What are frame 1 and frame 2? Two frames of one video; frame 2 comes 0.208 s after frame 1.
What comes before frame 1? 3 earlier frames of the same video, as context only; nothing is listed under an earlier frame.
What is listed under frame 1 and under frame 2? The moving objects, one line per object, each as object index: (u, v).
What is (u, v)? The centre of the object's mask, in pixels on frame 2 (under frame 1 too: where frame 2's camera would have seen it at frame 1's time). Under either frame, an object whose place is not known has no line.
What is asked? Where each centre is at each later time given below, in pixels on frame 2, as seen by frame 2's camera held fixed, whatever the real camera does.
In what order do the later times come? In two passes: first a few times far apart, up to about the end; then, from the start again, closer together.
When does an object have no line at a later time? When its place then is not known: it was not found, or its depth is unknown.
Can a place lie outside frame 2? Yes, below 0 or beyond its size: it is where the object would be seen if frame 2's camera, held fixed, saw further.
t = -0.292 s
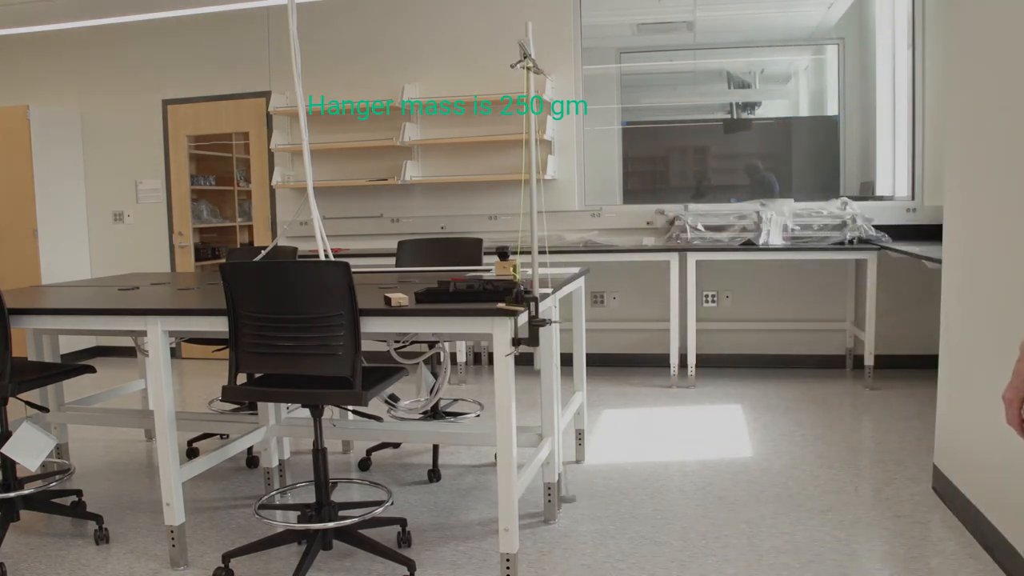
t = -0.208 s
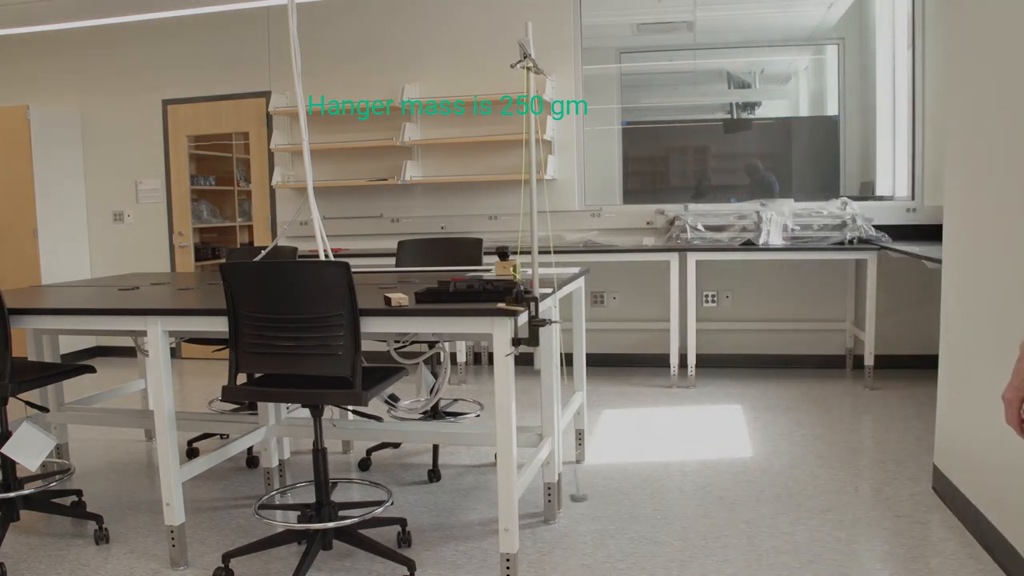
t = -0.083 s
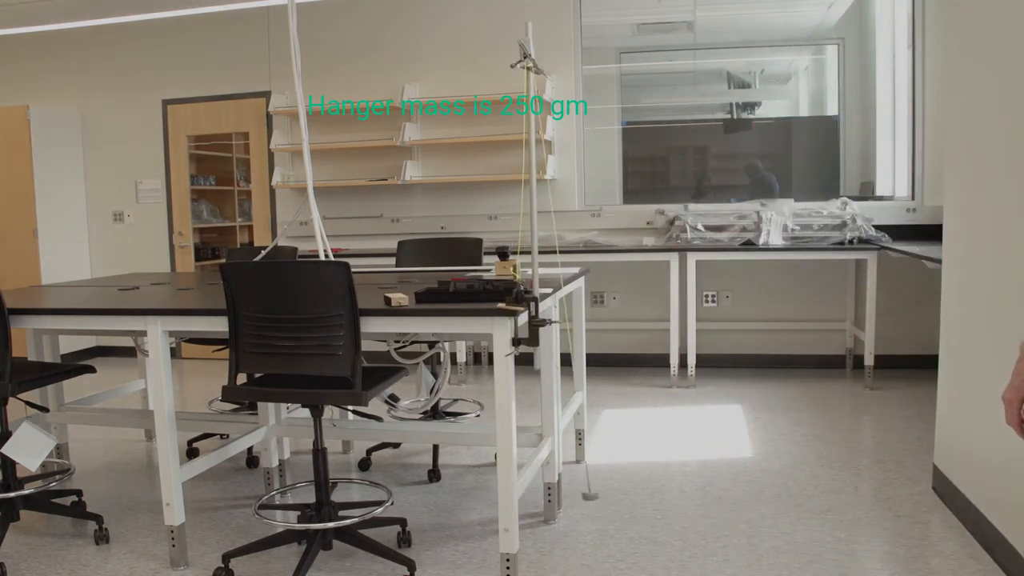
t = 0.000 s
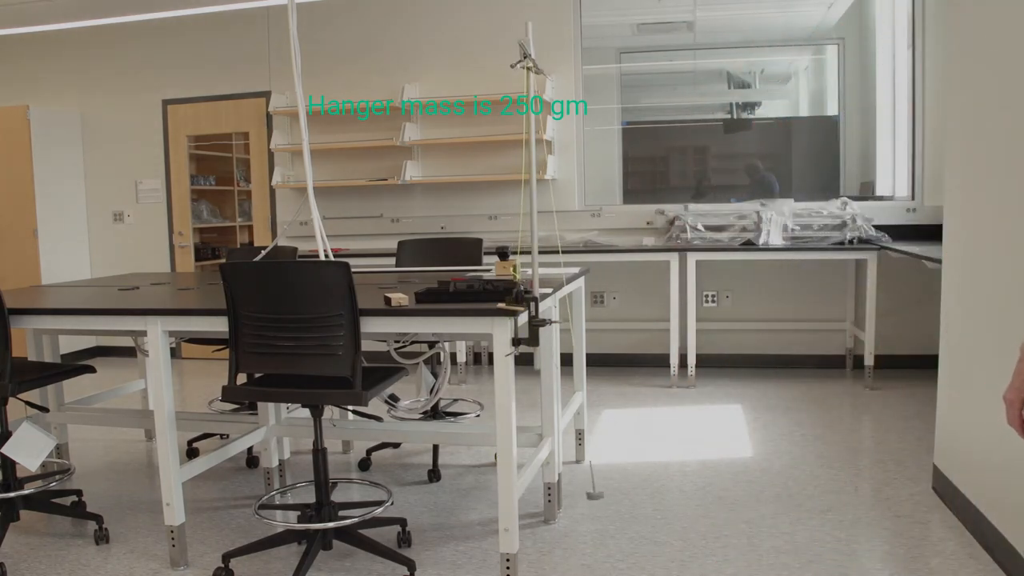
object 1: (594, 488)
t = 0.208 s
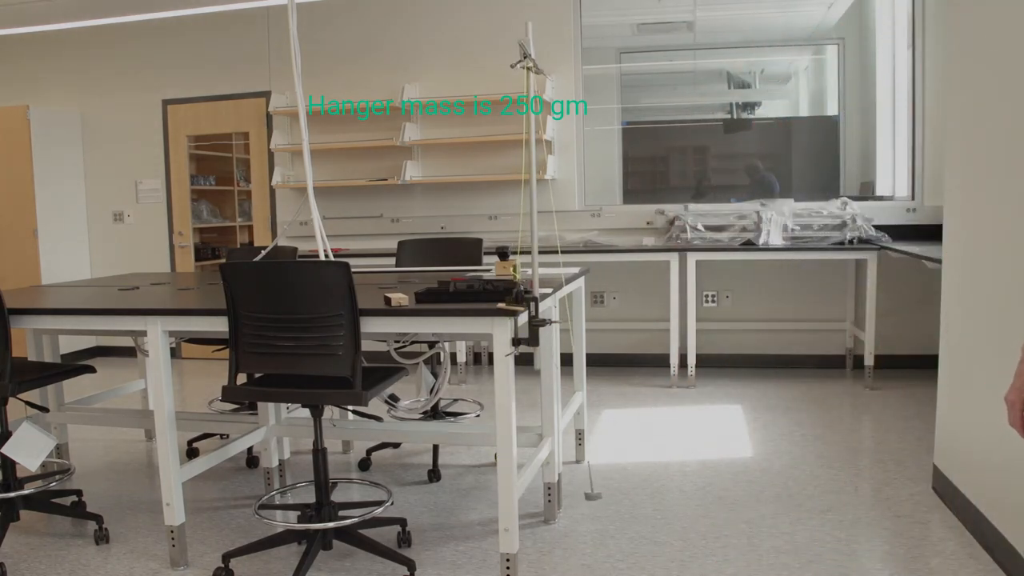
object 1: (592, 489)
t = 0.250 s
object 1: (589, 489)
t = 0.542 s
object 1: (555, 500)
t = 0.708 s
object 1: (528, 494)
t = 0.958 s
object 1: (496, 492)
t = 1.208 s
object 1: (487, 493)
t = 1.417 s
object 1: (499, 492)
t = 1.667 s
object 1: (533, 491)
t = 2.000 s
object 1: (580, 483)
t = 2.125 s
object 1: (591, 487)
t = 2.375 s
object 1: (593, 487)
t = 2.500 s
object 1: (583, 484)
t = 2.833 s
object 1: (537, 492)
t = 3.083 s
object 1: (503, 493)
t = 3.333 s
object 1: (487, 489)
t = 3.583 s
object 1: (497, 491)
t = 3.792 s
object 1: (522, 491)
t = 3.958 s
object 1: (549, 493)
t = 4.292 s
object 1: (589, 488)
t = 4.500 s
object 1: (594, 487)
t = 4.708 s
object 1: (580, 485)
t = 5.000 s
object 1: (540, 501)
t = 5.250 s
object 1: (505, 492)
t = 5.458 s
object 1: (487, 489)
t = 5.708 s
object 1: (493, 489)
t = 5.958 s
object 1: (519, 492)
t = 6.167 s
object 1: (553, 499)
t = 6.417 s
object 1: (583, 485)
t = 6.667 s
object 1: (594, 488)
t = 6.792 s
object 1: (589, 488)
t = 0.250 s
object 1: (589, 489)
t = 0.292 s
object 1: (586, 489)
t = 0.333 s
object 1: (581, 484)
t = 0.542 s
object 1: (555, 500)
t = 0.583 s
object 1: (548, 500)
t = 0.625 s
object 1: (543, 501)
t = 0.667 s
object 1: (535, 494)
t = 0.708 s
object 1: (528, 494)
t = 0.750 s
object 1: (522, 493)
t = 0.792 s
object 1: (516, 493)
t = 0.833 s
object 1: (510, 494)
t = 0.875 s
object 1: (505, 492)
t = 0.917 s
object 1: (500, 492)
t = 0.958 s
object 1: (496, 492)
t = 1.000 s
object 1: (493, 491)
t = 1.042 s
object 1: (490, 489)
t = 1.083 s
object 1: (489, 489)
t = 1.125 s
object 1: (487, 492)
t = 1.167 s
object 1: (487, 493)
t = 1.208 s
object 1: (487, 493)
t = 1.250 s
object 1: (488, 491)
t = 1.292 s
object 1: (489, 489)
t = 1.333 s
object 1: (492, 488)
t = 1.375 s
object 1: (495, 493)
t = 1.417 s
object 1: (499, 492)
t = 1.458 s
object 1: (503, 492)
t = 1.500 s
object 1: (509, 492)
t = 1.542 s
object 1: (514, 493)
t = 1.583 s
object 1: (520, 492)
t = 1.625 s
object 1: (526, 493)
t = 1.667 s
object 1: (533, 491)
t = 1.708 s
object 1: (539, 489)
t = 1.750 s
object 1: (544, 488)
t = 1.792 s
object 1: (553, 490)
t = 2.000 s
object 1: (580, 483)
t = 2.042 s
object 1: (583, 483)
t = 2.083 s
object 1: (588, 488)
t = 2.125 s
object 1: (591, 487)
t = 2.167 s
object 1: (593, 487)
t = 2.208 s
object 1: (594, 487)
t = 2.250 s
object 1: (595, 487)
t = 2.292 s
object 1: (595, 487)
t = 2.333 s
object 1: (594, 487)
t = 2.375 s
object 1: (593, 487)
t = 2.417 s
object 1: (590, 487)
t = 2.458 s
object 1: (587, 488)
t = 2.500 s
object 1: (583, 484)
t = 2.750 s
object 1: (550, 500)
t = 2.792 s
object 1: (544, 500)
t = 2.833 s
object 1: (537, 492)
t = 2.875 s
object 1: (531, 493)
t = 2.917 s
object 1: (525, 493)
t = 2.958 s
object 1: (519, 494)
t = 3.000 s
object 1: (513, 493)
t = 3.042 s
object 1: (508, 493)
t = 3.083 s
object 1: (503, 493)
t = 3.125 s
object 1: (498, 492)
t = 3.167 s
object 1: (494, 492)
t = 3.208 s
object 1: (491, 491)
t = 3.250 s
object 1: (489, 491)
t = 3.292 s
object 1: (487, 490)
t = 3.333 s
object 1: (487, 489)
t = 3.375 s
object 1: (487, 489)
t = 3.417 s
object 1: (487, 489)
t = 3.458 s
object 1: (488, 489)
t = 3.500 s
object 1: (490, 491)
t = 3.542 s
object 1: (494, 491)
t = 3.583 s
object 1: (497, 491)
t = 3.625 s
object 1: (501, 492)
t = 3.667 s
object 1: (506, 492)
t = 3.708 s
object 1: (511, 492)
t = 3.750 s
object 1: (517, 493)
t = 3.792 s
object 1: (522, 491)
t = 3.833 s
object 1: (529, 493)
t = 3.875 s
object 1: (535, 491)
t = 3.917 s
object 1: (542, 493)
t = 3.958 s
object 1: (549, 493)
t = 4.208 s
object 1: (582, 485)
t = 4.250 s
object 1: (585, 486)
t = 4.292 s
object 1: (589, 488)
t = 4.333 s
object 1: (591, 487)
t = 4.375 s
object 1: (593, 487)
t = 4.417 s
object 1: (594, 487)
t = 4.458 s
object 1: (595, 487)
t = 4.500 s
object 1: (594, 487)
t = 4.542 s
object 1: (593, 487)
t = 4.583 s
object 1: (591, 487)
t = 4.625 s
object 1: (588, 488)
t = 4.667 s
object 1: (584, 485)
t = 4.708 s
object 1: (580, 485)
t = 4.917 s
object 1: (554, 499)
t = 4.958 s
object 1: (547, 500)
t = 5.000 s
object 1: (540, 501)
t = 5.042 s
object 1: (533, 493)
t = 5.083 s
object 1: (527, 493)
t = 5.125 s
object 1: (520, 492)
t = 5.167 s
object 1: (514, 493)
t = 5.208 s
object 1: (510, 494)
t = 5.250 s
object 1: (505, 492)
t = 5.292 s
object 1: (500, 493)
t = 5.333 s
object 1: (496, 493)
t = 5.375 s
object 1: (493, 490)
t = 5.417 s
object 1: (490, 488)
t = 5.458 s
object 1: (487, 489)
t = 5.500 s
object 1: (486, 488)
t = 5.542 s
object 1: (486, 488)
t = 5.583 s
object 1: (486, 488)
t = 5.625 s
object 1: (488, 488)
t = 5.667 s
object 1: (489, 487)
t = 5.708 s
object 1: (493, 489)
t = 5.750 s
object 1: (495, 493)
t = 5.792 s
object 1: (500, 493)
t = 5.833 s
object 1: (504, 493)
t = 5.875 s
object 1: (509, 493)
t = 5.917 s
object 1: (513, 493)
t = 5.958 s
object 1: (519, 492)
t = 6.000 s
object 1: (525, 495)
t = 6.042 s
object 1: (532, 492)
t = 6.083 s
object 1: (539, 490)
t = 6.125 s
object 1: (546, 500)
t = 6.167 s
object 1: (553, 499)
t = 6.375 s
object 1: (580, 481)
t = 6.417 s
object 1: (583, 485)
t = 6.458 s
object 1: (587, 485)
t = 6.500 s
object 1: (590, 488)
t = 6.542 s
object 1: (592, 488)
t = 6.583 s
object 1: (594, 487)
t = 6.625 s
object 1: (594, 487)
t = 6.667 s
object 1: (594, 488)
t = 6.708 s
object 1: (593, 487)
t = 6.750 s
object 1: (591, 489)
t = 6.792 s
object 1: (589, 488)
